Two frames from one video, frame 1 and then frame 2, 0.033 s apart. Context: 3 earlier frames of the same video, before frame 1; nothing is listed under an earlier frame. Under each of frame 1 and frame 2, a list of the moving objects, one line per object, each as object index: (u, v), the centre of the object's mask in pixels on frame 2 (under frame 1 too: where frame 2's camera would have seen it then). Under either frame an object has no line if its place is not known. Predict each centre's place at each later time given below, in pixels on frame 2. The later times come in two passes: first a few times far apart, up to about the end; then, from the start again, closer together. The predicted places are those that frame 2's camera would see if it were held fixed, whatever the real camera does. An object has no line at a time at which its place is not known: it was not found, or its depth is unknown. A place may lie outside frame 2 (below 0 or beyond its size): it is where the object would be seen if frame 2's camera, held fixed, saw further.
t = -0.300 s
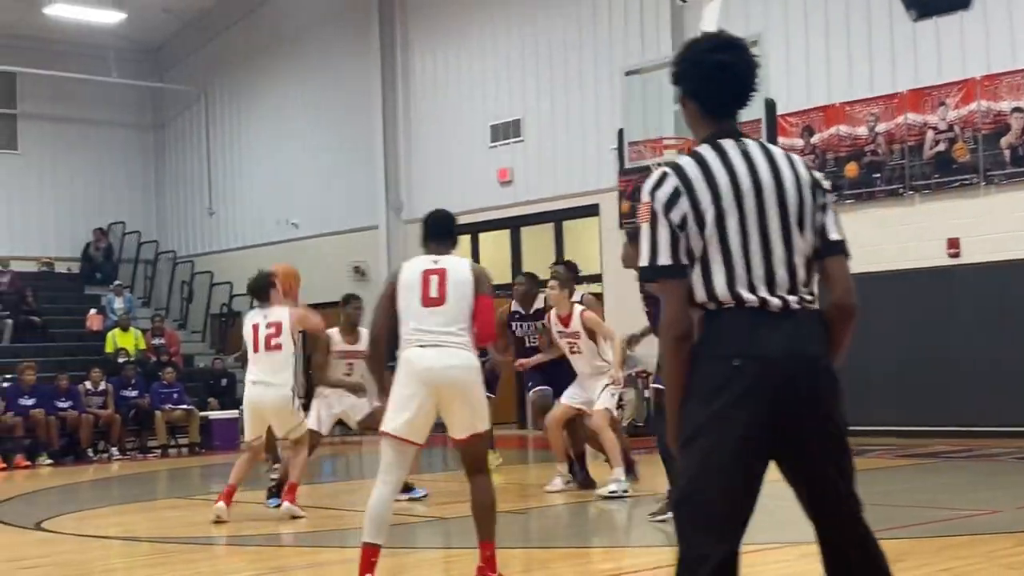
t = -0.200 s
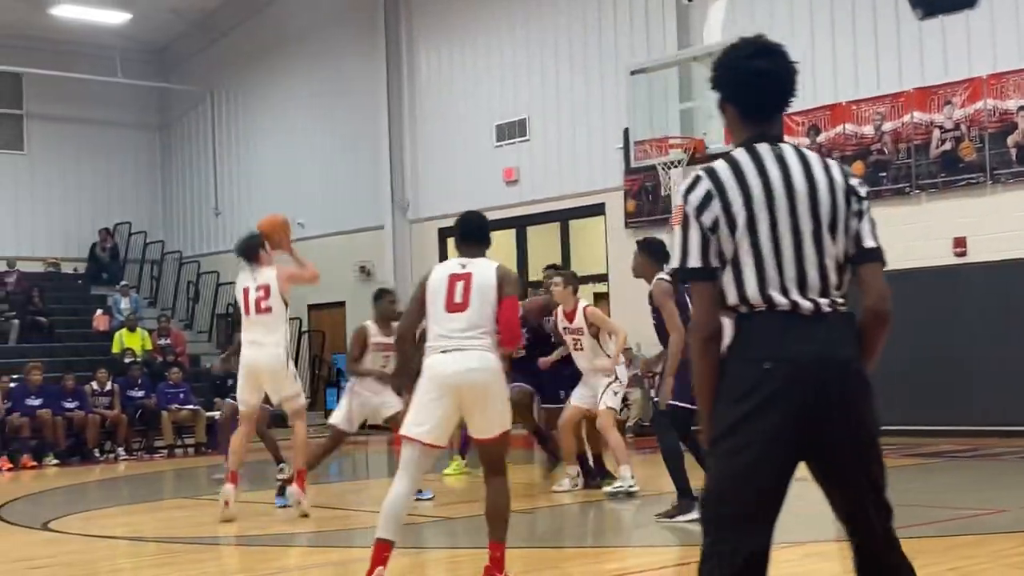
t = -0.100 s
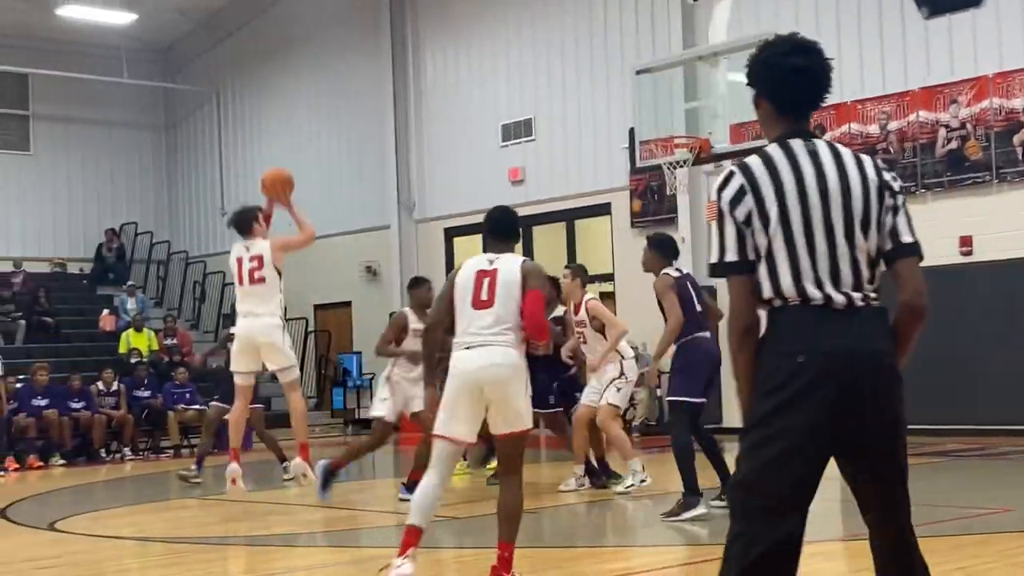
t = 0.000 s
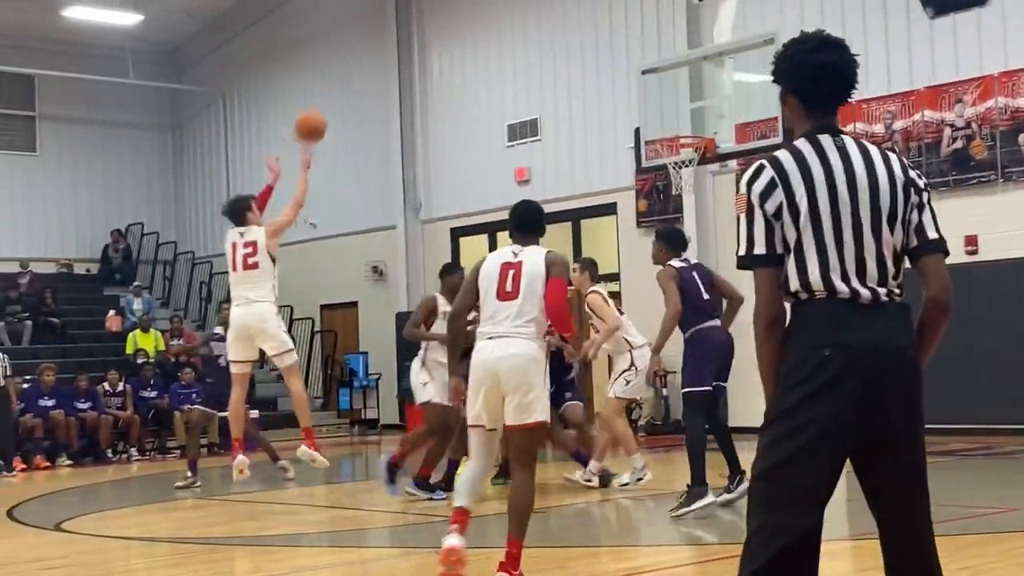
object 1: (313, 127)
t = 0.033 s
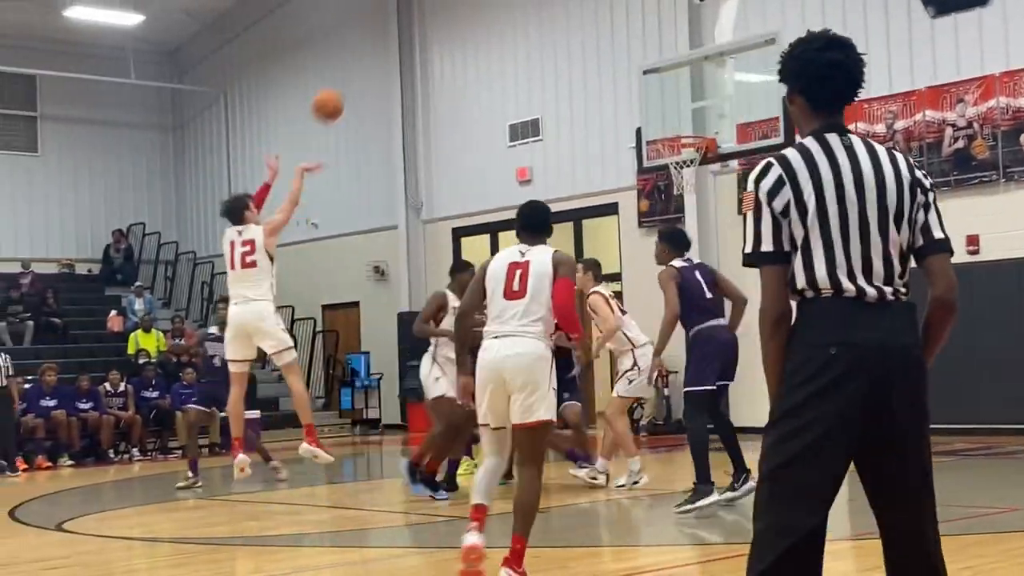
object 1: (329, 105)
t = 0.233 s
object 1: (419, 15)
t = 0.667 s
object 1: (583, 6)
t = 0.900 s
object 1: (660, 74)
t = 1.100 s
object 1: (699, 97)
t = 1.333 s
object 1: (691, 39)
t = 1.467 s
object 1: (688, 32)
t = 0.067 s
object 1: (343, 86)
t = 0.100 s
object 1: (358, 69)
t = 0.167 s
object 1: (389, 38)
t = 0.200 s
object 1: (406, 26)
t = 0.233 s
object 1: (419, 15)
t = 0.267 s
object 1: (432, 9)
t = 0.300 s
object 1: (446, 5)
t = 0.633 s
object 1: (571, 3)
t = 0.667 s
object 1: (583, 6)
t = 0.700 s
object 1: (594, 9)
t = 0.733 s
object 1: (605, 17)
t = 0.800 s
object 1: (628, 36)
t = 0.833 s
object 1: (638, 48)
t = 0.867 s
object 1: (650, 61)
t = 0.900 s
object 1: (660, 74)
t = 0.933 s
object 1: (671, 88)
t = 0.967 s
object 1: (680, 102)
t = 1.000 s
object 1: (691, 119)
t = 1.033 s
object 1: (699, 126)
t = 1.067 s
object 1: (698, 112)
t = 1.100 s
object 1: (699, 97)
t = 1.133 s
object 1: (698, 84)
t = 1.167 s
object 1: (697, 73)
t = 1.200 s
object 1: (696, 64)
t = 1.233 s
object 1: (696, 56)
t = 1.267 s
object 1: (693, 50)
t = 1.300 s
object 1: (692, 44)
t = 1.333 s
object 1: (691, 39)
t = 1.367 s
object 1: (690, 35)
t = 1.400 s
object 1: (689, 33)
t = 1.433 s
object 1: (688, 32)
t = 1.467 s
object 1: (688, 32)
